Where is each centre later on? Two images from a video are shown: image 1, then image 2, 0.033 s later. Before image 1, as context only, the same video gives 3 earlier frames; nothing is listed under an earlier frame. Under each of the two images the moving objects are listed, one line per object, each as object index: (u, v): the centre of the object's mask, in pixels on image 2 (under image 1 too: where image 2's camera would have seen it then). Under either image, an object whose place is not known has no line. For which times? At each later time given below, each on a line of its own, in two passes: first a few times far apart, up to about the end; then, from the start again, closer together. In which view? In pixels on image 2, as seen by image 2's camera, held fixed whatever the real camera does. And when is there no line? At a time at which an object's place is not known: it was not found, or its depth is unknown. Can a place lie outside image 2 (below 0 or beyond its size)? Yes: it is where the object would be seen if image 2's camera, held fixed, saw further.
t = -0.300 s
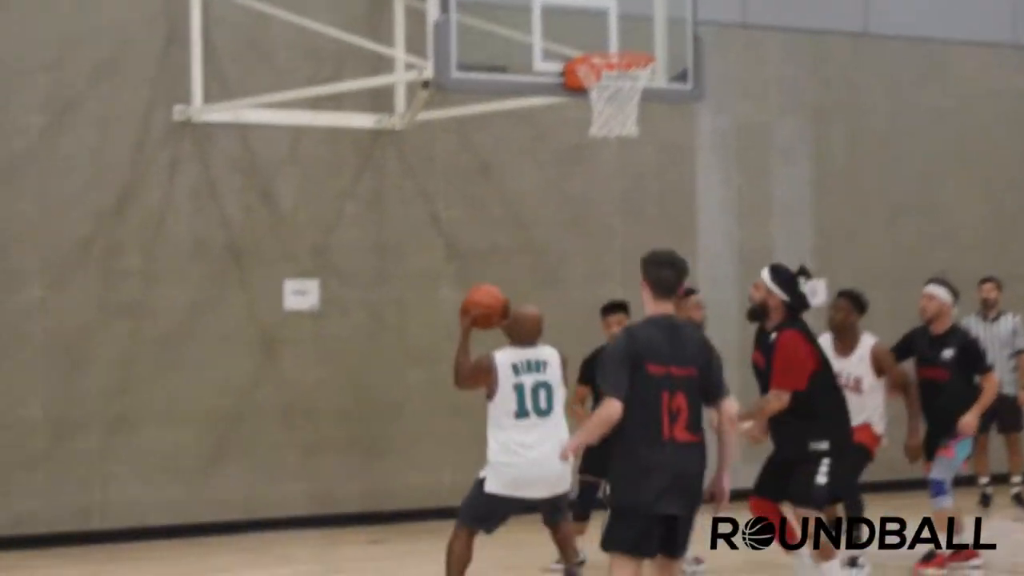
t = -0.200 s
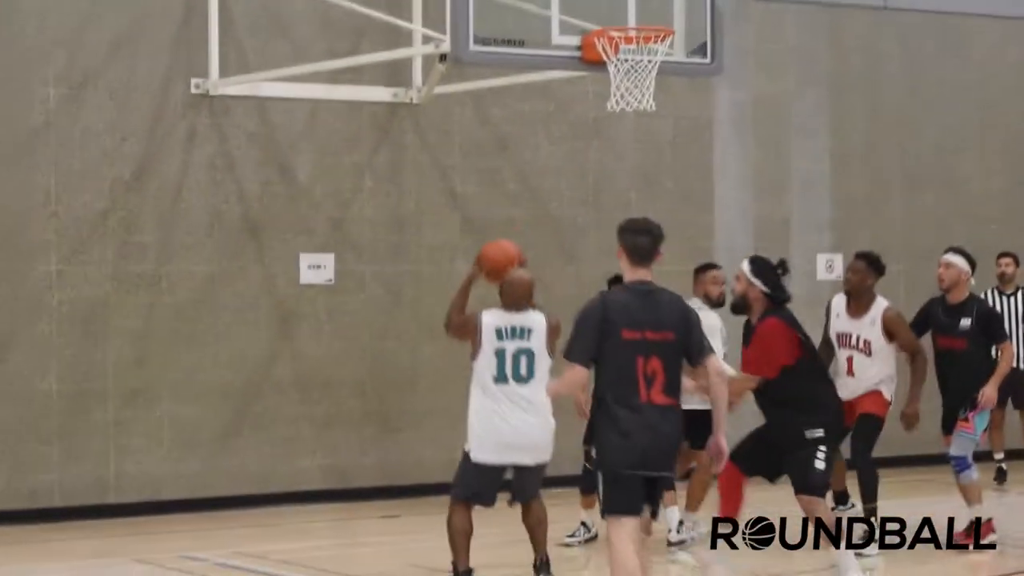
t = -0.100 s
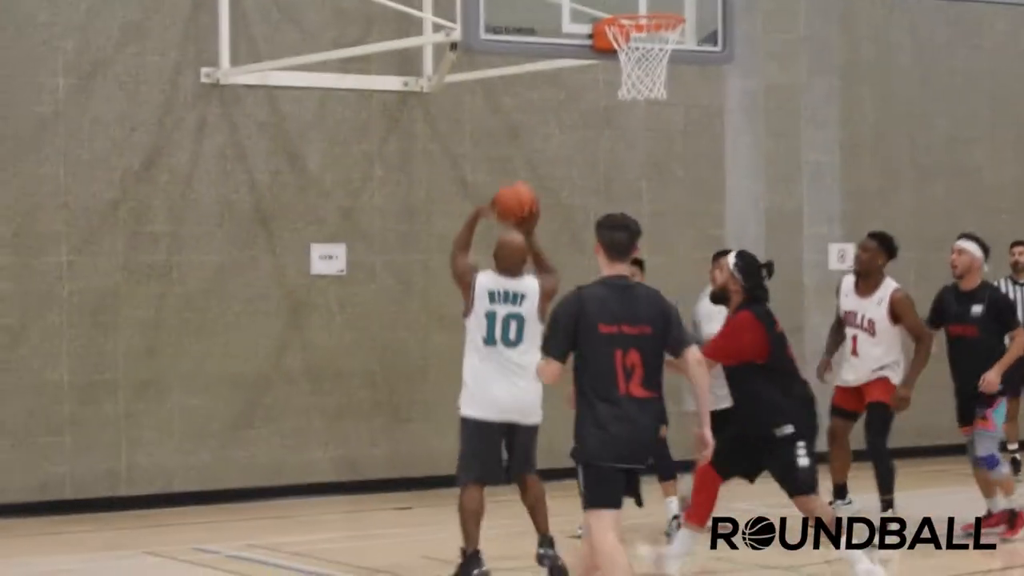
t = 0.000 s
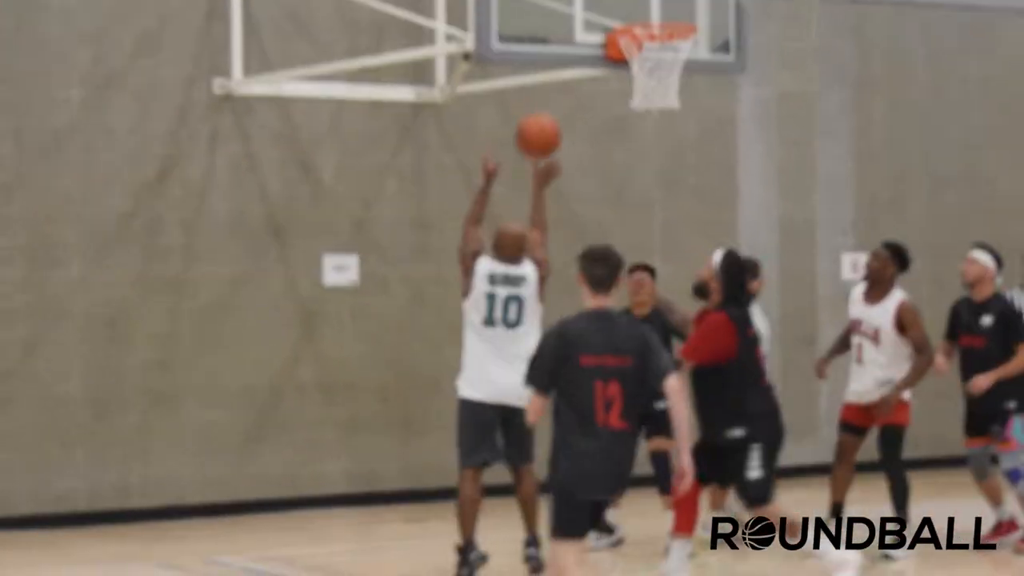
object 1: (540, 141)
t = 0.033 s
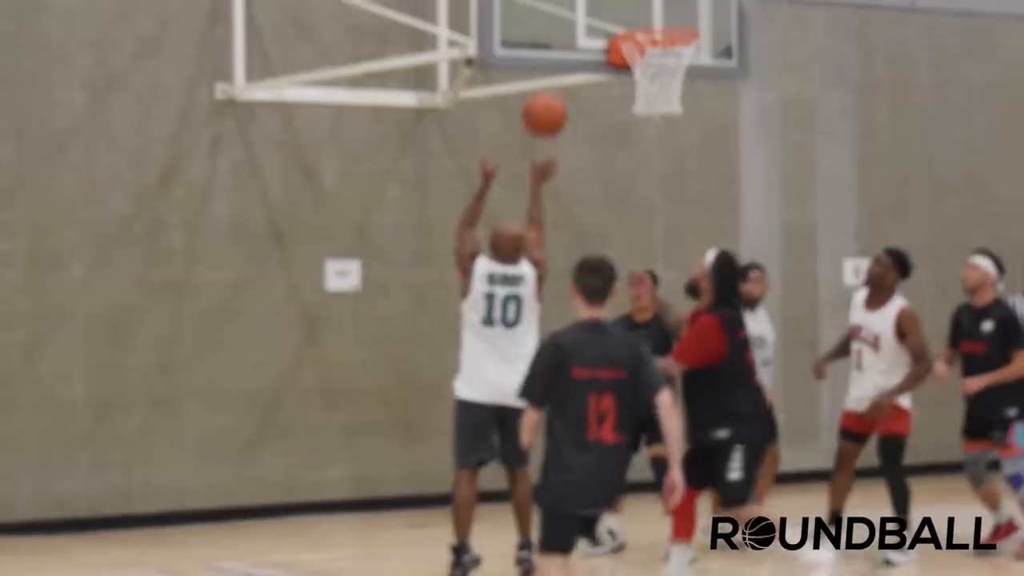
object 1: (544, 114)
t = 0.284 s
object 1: (575, -8)
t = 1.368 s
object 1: (692, 207)
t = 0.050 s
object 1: (546, 104)
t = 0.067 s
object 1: (548, 91)
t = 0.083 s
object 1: (550, 79)
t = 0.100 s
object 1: (552, 69)
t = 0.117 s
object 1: (554, 58)
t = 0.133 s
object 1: (557, 49)
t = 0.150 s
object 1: (558, 41)
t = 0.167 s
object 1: (560, 32)
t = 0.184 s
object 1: (562, 25)
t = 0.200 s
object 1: (565, 19)
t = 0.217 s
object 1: (567, 12)
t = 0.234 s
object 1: (569, 7)
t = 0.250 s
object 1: (571, 2)
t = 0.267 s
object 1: (572, -4)
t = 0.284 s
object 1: (575, -8)
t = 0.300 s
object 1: (577, -12)
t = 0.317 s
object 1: (579, -16)
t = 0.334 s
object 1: (581, -18)
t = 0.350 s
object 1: (583, -21)
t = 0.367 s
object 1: (585, -23)
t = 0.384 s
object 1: (587, -23)
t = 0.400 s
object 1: (589, -24)
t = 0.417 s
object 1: (591, -25)
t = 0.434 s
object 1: (593, -25)
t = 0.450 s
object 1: (595, -24)
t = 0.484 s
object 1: (606, -23)
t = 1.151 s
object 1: (686, 112)
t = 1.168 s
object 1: (686, 115)
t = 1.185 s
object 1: (686, 119)
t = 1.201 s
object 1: (686, 123)
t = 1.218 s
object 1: (686, 128)
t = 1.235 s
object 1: (687, 135)
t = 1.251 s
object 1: (688, 143)
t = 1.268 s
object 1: (689, 151)
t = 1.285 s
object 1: (689, 159)
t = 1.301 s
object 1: (690, 168)
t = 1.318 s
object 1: (691, 177)
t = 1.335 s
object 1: (691, 187)
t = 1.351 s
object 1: (692, 197)
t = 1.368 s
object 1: (692, 207)
